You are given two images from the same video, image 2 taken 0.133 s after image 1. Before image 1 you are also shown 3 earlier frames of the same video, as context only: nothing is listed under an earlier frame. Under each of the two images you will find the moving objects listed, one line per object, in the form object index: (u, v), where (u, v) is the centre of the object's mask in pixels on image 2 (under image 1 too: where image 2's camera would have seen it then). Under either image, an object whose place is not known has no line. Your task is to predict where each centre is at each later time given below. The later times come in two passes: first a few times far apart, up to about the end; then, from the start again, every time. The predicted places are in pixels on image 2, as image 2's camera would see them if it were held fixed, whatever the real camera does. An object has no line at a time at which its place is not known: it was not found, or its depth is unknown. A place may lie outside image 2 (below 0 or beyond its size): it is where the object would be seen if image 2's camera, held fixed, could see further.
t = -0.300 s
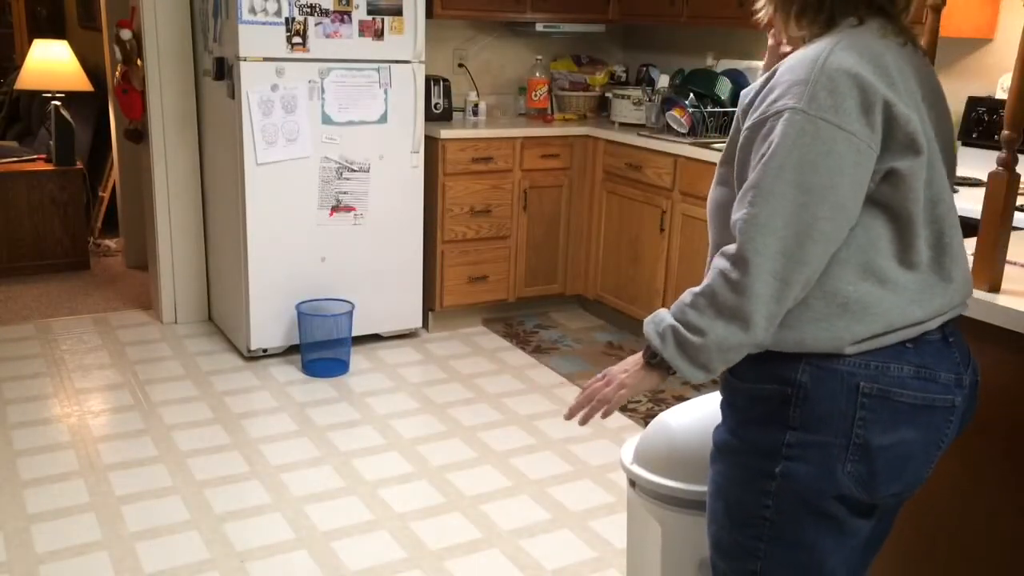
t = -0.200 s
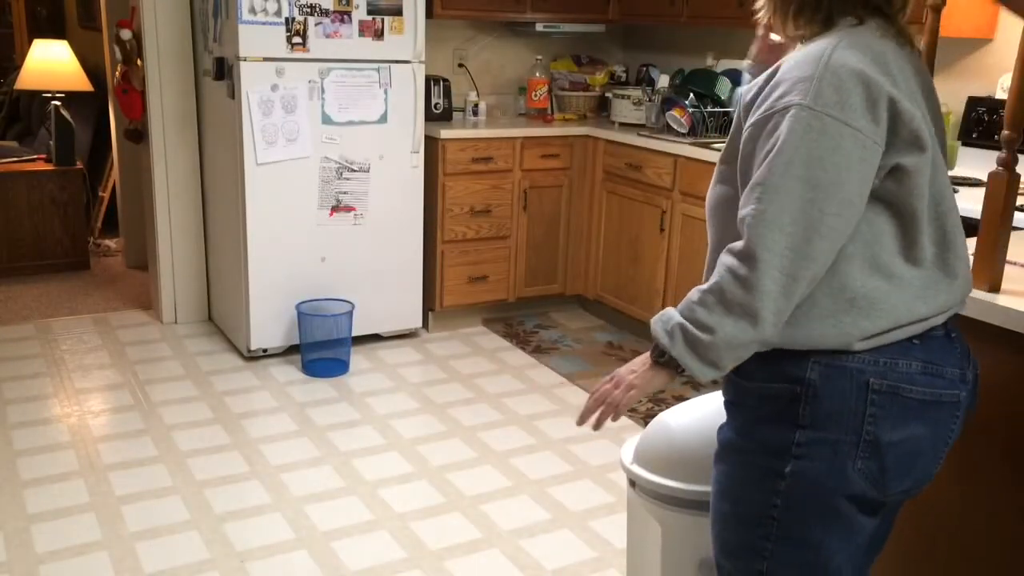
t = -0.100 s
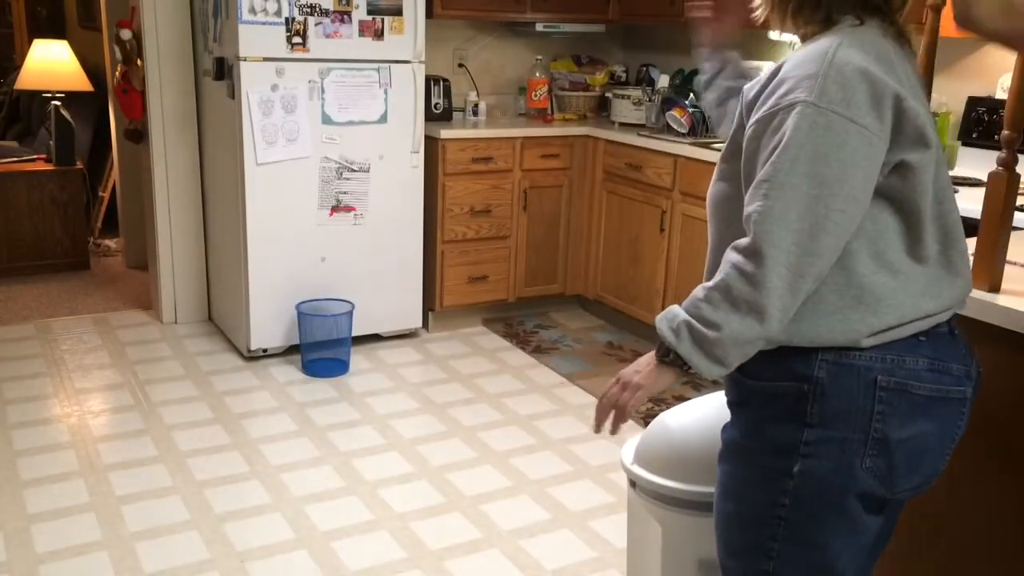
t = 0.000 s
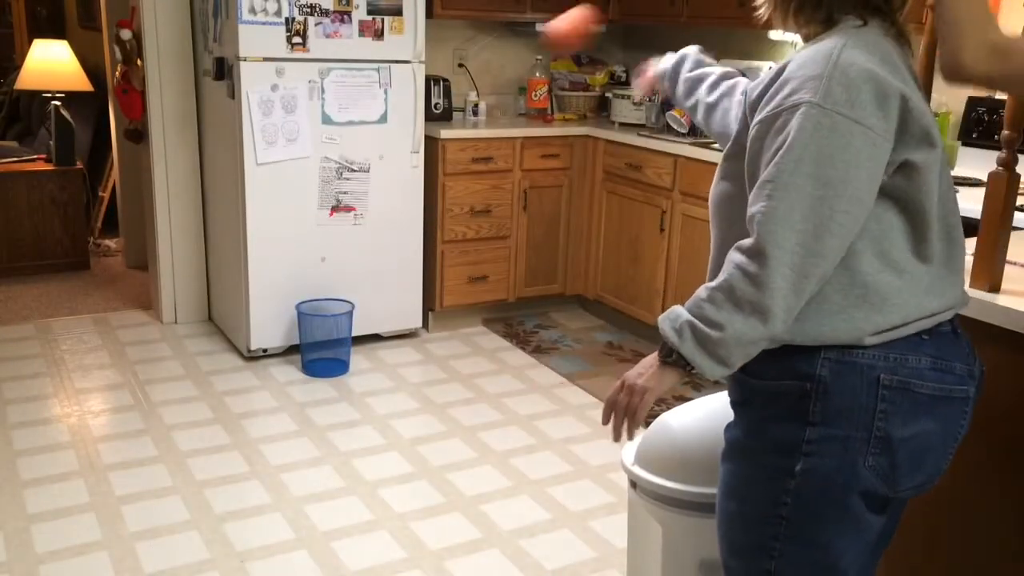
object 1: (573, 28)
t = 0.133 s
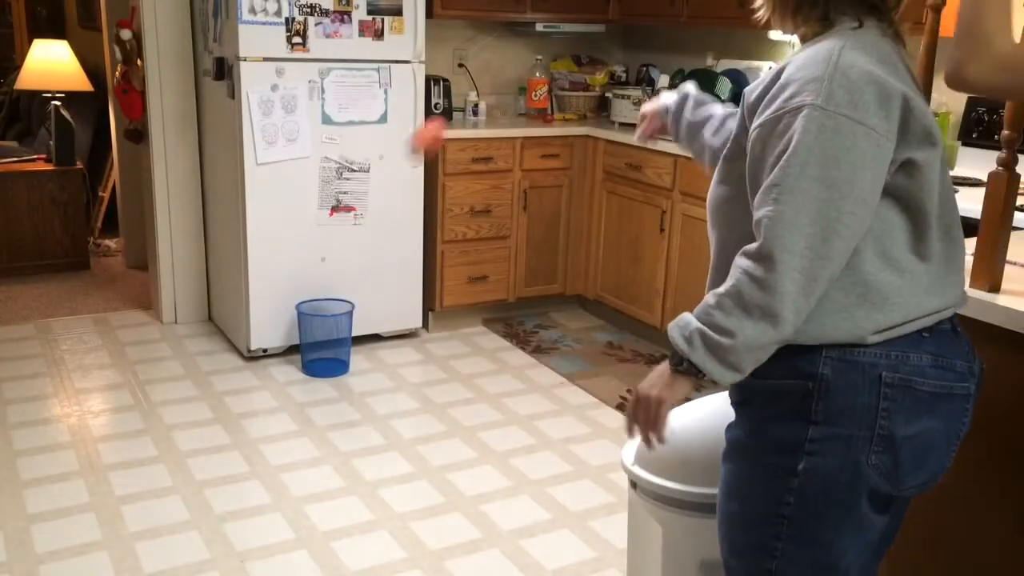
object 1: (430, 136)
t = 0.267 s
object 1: (334, 257)
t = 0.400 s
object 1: (240, 283)
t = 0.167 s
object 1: (401, 168)
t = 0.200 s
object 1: (377, 196)
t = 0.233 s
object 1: (355, 228)
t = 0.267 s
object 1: (334, 257)
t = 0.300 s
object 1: (316, 285)
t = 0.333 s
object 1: (298, 307)
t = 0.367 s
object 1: (268, 293)
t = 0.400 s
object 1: (240, 283)
